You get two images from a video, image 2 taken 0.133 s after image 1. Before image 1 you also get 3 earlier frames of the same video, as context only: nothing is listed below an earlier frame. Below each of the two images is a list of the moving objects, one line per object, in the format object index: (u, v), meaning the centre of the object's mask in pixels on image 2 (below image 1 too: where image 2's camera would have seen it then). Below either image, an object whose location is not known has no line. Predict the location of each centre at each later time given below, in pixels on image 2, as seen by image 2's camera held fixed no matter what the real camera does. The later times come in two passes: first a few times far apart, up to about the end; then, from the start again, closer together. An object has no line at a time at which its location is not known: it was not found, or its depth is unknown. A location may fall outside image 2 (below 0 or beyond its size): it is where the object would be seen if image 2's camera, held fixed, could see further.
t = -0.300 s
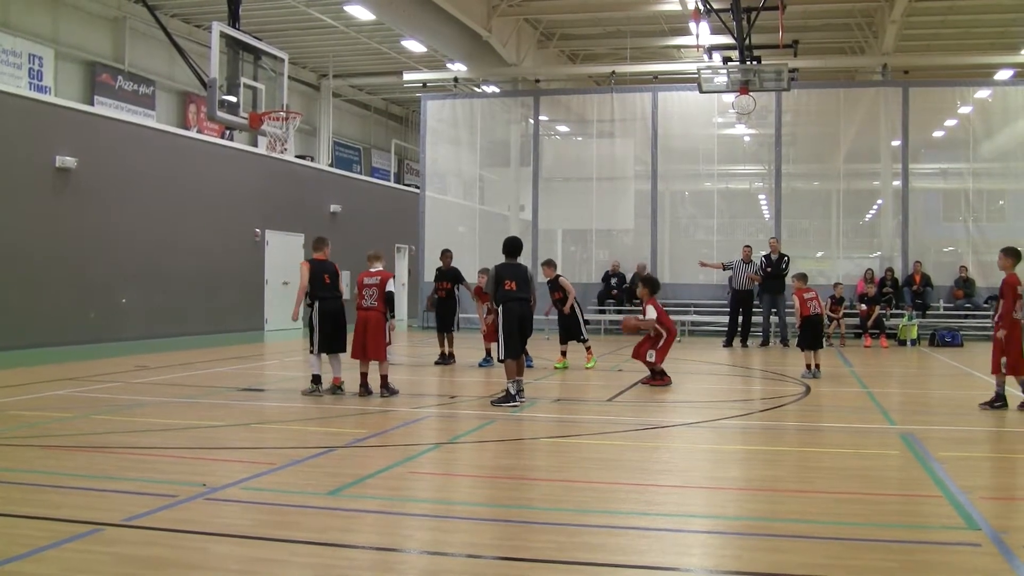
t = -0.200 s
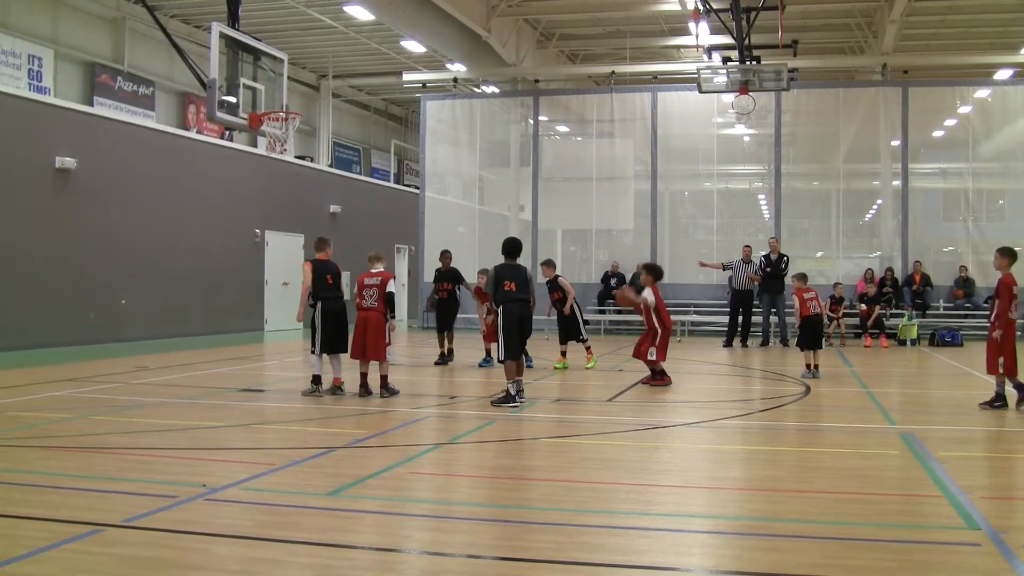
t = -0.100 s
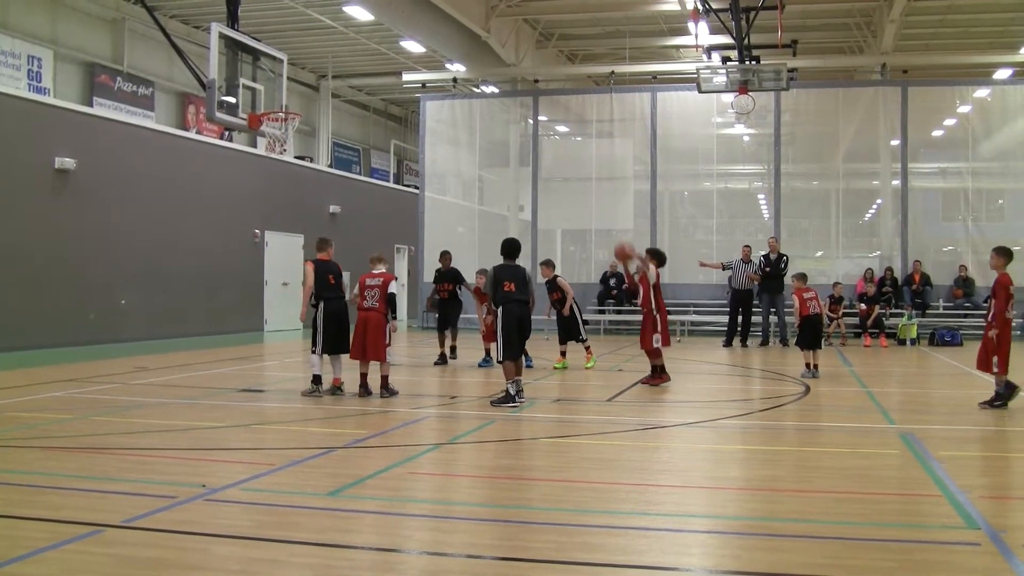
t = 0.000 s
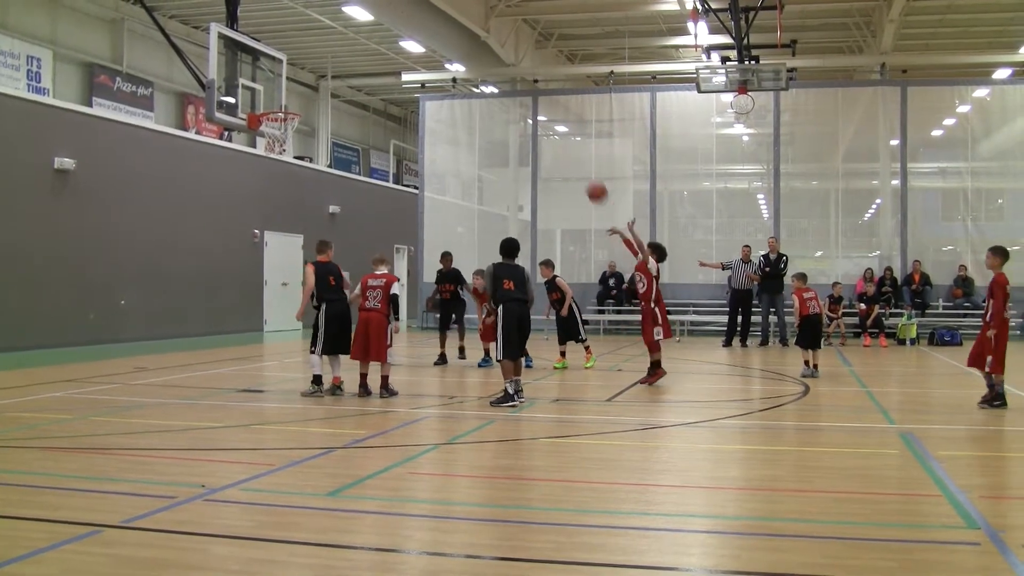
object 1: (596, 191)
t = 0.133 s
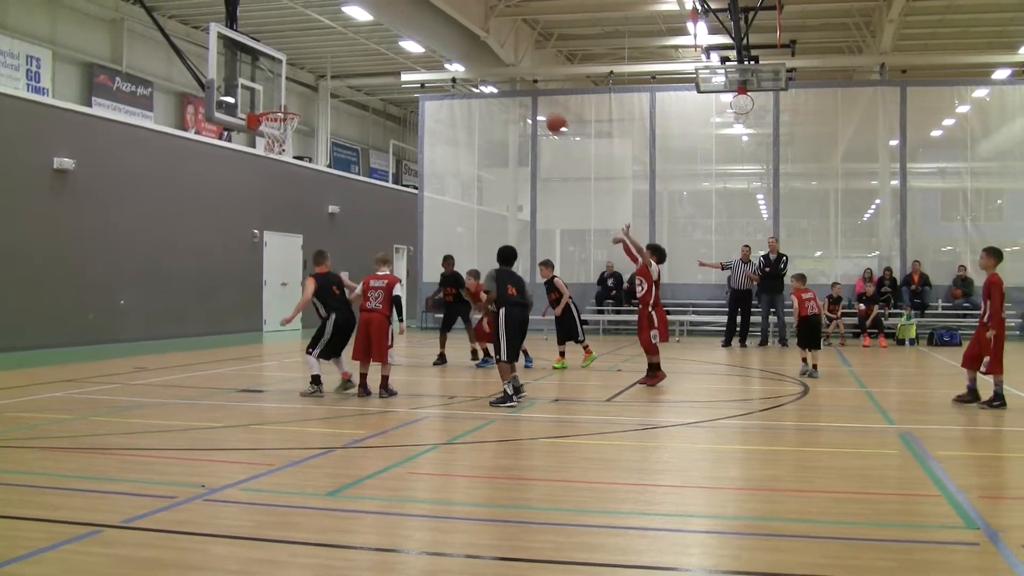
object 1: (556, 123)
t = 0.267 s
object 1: (518, 72)
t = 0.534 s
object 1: (444, 16)
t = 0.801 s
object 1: (374, 20)
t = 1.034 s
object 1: (314, 72)
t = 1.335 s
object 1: (254, 179)
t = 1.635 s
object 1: (216, 321)
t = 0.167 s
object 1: (547, 110)
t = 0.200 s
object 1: (537, 95)
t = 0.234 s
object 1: (527, 84)
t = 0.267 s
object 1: (518, 72)
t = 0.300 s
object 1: (508, 61)
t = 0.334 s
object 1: (499, 51)
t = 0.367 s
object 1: (490, 43)
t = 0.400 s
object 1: (480, 35)
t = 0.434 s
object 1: (471, 30)
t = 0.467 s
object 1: (462, 24)
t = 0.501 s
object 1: (453, 19)
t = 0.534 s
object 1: (444, 16)
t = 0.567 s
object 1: (435, 14)
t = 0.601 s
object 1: (426, 10)
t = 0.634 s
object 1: (418, 10)
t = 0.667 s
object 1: (408, 10)
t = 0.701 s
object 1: (400, 11)
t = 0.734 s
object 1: (391, 14)
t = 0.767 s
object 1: (382, 16)
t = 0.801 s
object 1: (374, 20)
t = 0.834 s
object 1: (366, 26)
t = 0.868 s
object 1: (357, 32)
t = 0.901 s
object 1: (348, 37)
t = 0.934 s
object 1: (340, 43)
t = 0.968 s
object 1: (331, 53)
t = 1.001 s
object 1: (323, 61)
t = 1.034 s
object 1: (314, 72)
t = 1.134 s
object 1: (289, 107)
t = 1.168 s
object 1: (281, 122)
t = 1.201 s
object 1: (280, 122)
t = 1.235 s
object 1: (267, 146)
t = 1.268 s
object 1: (263, 156)
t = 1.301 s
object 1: (258, 167)
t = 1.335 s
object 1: (254, 179)
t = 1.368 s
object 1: (250, 191)
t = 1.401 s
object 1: (246, 205)
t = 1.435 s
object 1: (242, 219)
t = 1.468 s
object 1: (239, 234)
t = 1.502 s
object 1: (233, 250)
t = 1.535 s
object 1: (229, 267)
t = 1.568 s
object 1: (226, 284)
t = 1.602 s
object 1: (222, 302)
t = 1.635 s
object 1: (216, 321)
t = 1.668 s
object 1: (214, 341)
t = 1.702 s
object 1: (210, 361)
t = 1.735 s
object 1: (211, 349)
